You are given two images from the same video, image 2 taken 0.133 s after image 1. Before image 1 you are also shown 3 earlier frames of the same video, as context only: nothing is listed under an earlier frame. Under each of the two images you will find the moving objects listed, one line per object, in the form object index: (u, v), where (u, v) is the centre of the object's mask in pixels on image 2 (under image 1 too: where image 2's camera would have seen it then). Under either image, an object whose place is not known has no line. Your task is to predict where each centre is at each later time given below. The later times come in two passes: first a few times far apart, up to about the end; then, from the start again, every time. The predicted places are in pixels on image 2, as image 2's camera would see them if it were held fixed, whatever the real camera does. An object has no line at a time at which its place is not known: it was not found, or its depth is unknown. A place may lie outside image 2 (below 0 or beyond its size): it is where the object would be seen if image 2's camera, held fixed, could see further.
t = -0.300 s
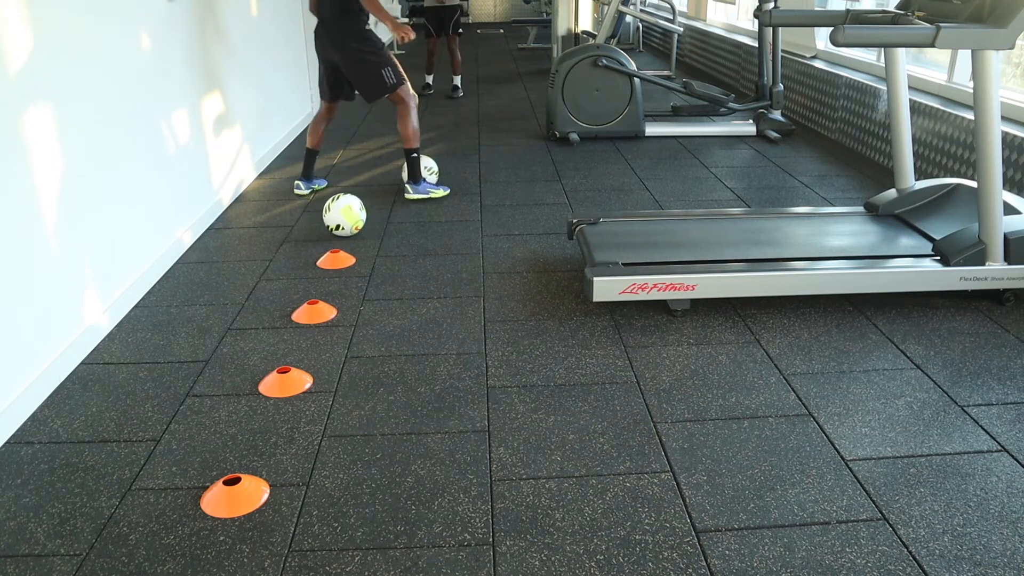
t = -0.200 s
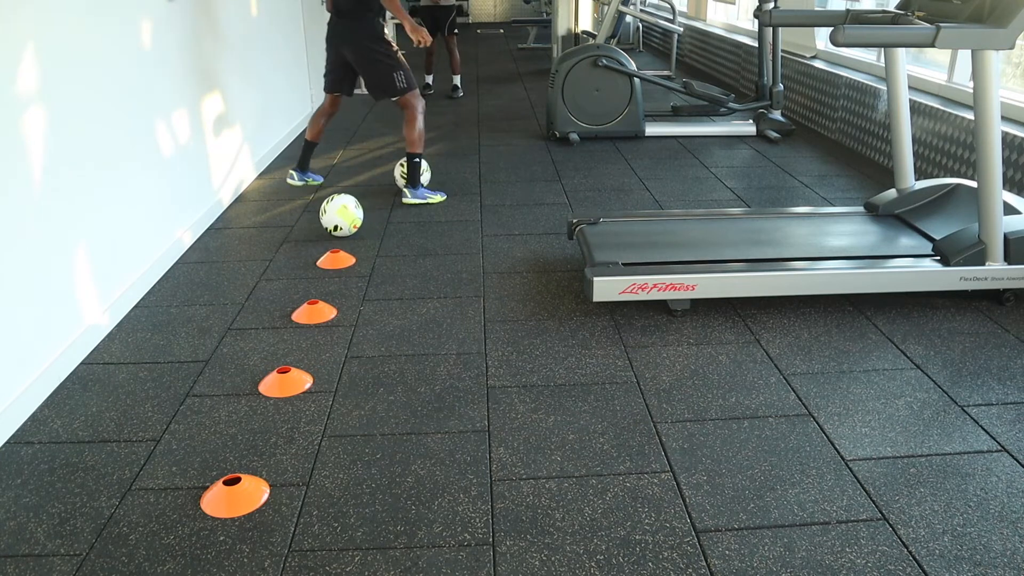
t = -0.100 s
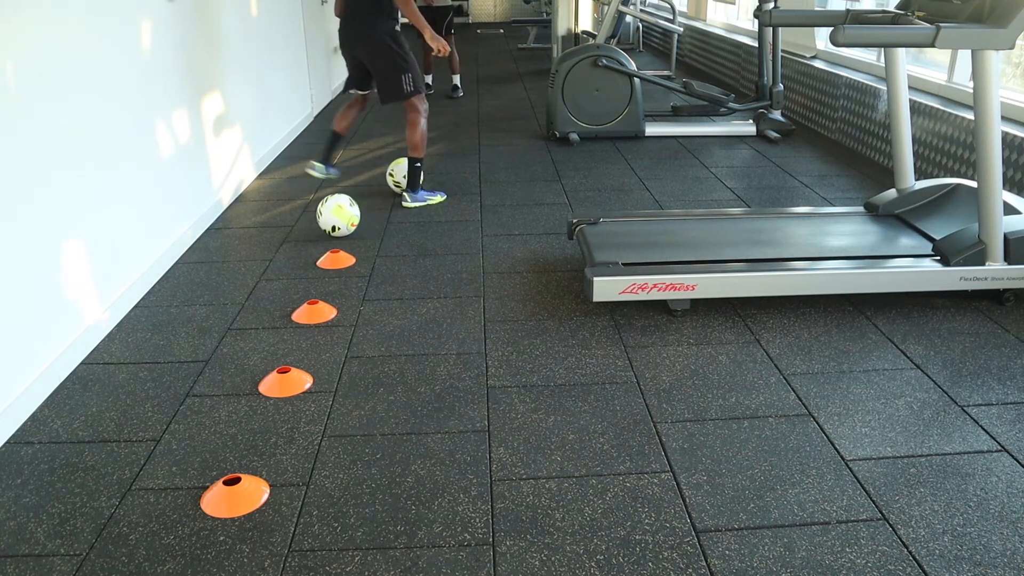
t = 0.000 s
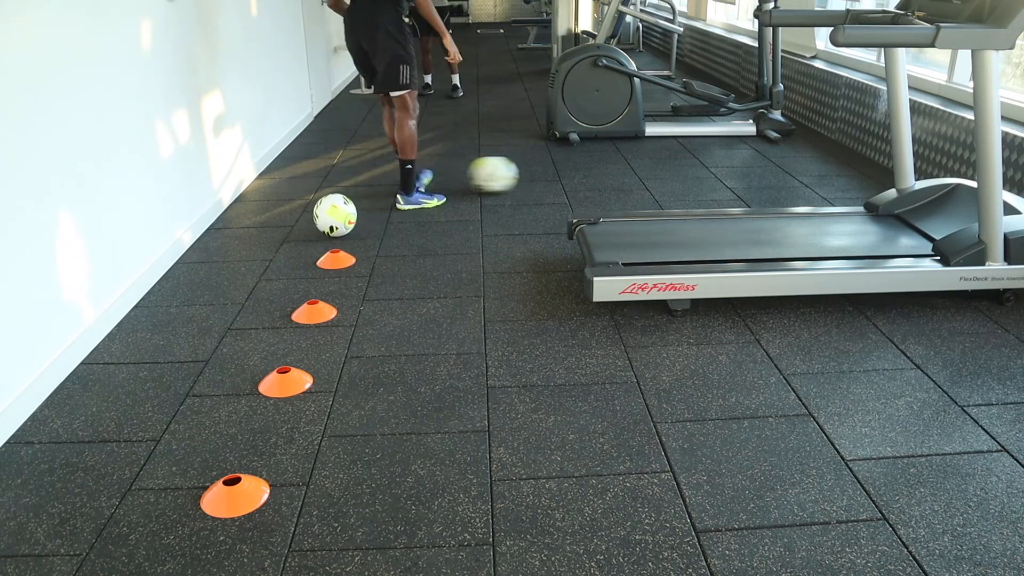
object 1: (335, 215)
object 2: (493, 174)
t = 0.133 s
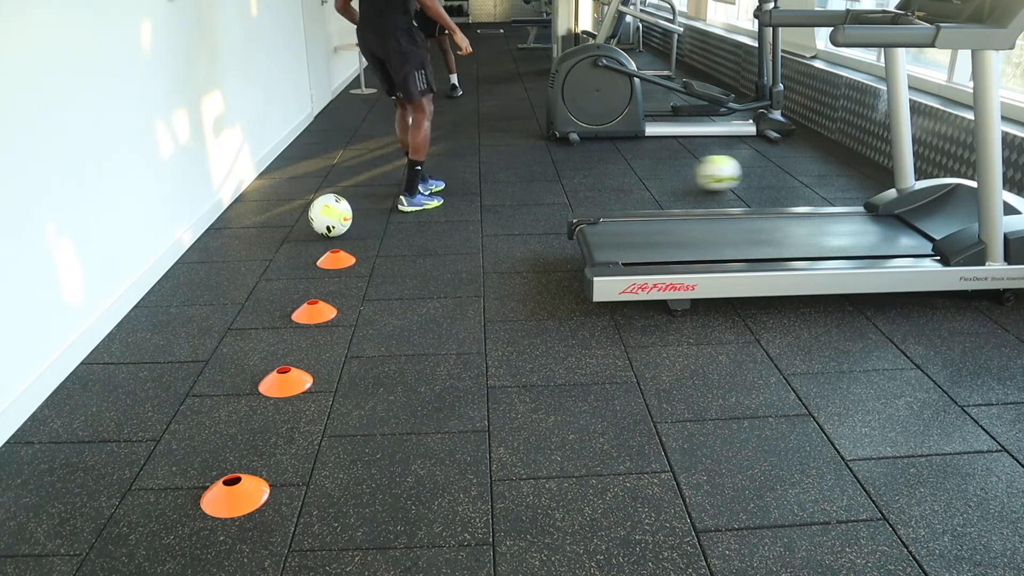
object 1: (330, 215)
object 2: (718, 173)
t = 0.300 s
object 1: (324, 215)
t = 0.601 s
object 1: (312, 215)
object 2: (595, 172)
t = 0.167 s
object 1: (329, 215)
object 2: (770, 173)
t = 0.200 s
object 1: (328, 215)
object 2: (819, 173)
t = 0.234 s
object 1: (327, 215)
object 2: (865, 173)
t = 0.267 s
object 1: (325, 215)
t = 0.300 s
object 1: (324, 215)
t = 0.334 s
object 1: (323, 215)
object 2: (870, 164)
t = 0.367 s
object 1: (322, 215)
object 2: (835, 161)
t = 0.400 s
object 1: (320, 215)
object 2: (800, 160)
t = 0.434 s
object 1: (319, 215)
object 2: (764, 161)
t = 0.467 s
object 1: (317, 215)
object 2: (728, 164)
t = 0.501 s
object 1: (316, 215)
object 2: (690, 168)
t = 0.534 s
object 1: (315, 215)
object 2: (653, 174)
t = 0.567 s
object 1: (313, 215)
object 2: (621, 176)
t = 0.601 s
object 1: (312, 215)
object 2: (595, 172)
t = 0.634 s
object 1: (311, 215)
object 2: (569, 170)
